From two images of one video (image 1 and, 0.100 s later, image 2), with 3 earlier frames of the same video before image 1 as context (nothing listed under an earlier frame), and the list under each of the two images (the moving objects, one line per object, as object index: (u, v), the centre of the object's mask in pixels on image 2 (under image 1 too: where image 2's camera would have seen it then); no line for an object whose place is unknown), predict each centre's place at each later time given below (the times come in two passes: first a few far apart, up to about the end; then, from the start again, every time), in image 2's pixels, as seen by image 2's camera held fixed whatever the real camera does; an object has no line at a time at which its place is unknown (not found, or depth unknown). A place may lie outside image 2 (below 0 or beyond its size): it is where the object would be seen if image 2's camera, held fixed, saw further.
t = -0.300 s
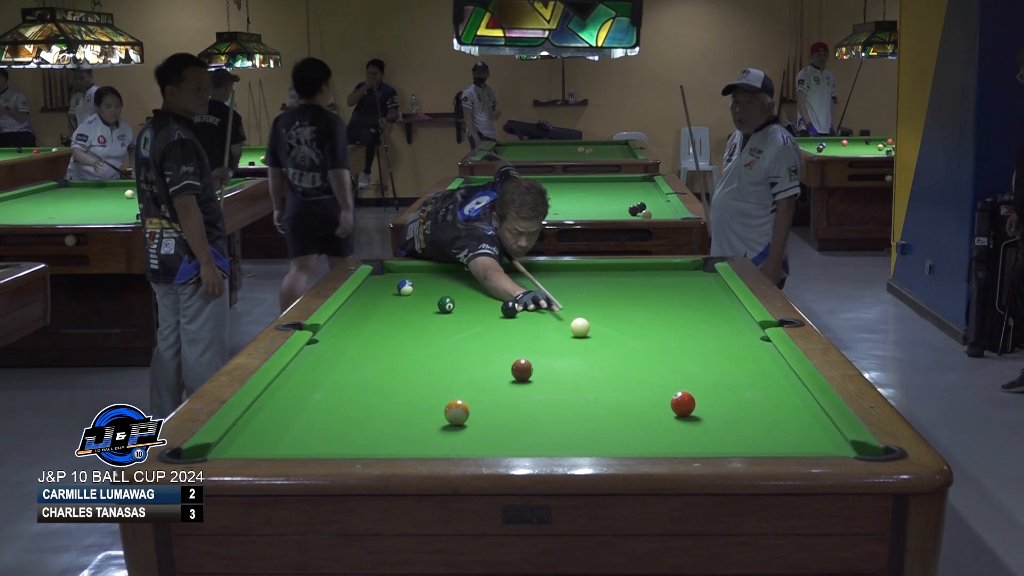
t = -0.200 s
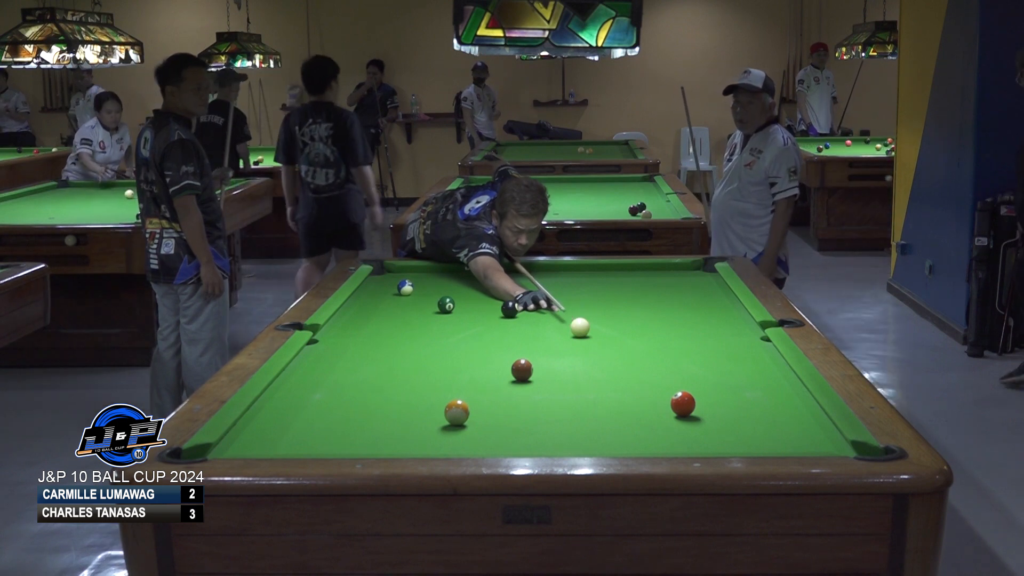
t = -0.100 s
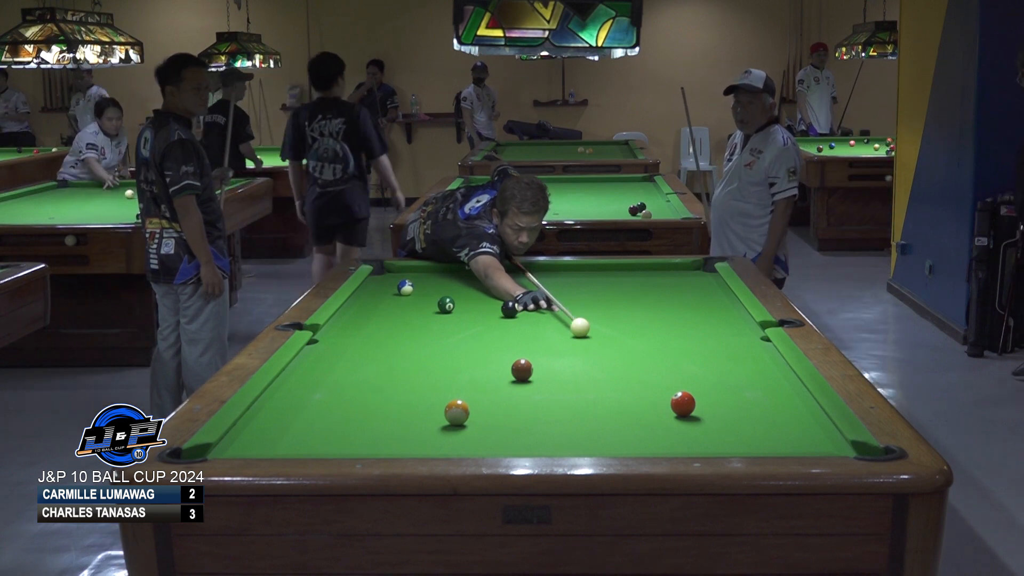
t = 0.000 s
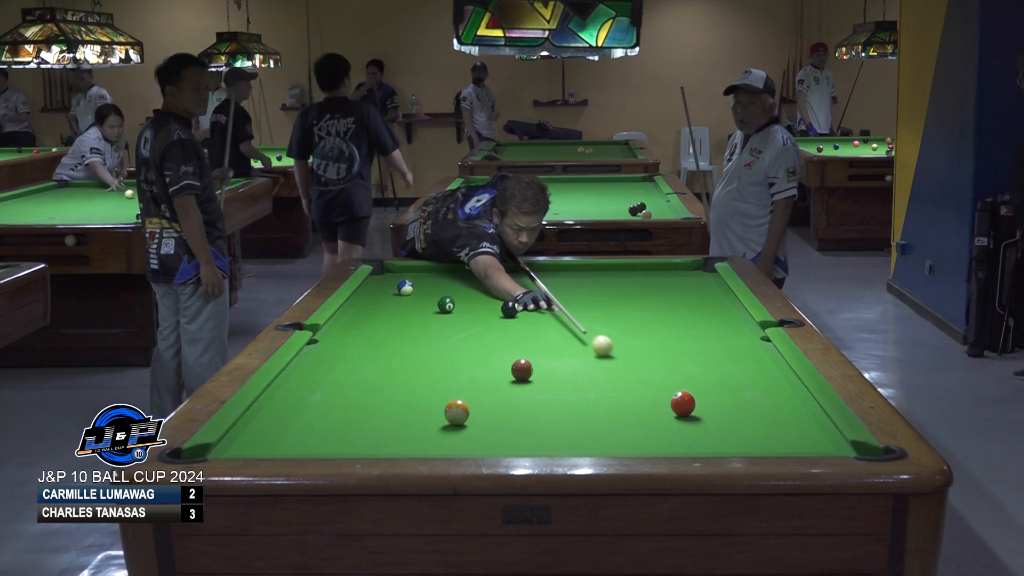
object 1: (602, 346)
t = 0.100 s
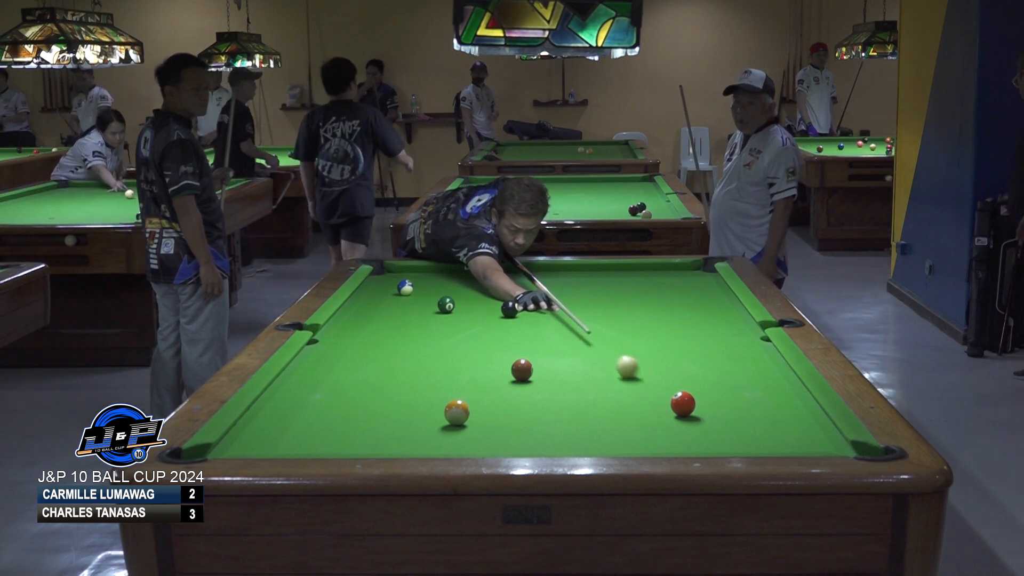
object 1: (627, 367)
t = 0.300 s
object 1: (643, 405)
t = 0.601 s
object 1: (570, 443)
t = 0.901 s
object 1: (505, 432)
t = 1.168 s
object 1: (470, 417)
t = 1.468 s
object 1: (462, 411)
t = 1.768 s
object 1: (456, 407)
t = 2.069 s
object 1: (451, 404)
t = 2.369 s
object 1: (448, 401)
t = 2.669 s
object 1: (445, 400)
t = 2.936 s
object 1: (443, 399)
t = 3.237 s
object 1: (442, 398)
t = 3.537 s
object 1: (442, 398)
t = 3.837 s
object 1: (442, 398)
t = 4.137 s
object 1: (443, 398)
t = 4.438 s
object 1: (443, 398)
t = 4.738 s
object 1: (443, 398)
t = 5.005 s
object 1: (443, 398)
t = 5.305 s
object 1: (443, 398)
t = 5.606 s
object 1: (443, 398)
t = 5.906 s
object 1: (443, 398)
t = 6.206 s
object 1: (443, 398)
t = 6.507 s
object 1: (443, 398)
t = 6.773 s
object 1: (443, 398)
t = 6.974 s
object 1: (443, 398)
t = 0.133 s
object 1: (636, 374)
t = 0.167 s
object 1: (645, 382)
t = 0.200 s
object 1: (655, 391)
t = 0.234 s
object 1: (663, 399)
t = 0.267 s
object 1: (653, 402)
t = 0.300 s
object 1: (643, 405)
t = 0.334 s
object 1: (633, 409)
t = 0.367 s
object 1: (623, 413)
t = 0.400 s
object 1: (615, 417)
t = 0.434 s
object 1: (607, 421)
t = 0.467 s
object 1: (600, 426)
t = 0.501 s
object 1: (593, 431)
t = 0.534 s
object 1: (585, 436)
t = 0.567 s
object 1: (578, 440)
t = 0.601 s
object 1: (570, 443)
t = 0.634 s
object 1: (563, 446)
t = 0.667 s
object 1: (554, 446)
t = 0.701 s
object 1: (547, 444)
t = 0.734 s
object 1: (540, 443)
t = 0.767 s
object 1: (533, 441)
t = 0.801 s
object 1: (525, 439)
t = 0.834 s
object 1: (519, 437)
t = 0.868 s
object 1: (512, 434)
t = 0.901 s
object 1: (505, 432)
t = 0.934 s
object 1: (499, 429)
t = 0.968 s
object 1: (492, 426)
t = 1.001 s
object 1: (486, 424)
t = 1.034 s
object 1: (480, 422)
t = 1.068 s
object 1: (474, 419)
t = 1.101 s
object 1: (471, 418)
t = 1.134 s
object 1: (471, 417)
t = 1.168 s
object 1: (470, 417)
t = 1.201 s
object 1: (469, 416)
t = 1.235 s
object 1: (468, 415)
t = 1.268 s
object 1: (467, 415)
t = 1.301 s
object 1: (466, 414)
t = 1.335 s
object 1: (466, 414)
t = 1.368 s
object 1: (465, 413)
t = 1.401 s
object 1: (464, 412)
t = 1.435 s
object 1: (463, 412)
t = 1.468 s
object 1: (462, 411)
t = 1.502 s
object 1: (462, 411)
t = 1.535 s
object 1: (461, 410)
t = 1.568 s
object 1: (460, 410)
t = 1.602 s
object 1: (459, 409)
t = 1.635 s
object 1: (459, 409)
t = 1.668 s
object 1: (458, 408)
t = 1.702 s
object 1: (458, 408)
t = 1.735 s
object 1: (457, 407)
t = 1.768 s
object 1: (456, 407)
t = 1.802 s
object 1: (456, 407)
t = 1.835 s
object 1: (455, 406)
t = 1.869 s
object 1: (454, 406)
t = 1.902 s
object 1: (454, 406)
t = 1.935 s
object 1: (454, 405)
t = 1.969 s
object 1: (453, 405)
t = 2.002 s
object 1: (452, 404)
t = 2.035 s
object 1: (452, 404)
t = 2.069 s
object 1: (451, 404)
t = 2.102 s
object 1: (451, 404)
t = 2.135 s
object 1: (450, 403)
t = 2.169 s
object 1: (450, 403)
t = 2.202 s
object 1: (450, 403)
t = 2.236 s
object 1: (449, 402)
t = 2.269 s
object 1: (449, 402)
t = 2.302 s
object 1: (449, 402)
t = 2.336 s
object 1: (448, 402)
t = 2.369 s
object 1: (448, 401)
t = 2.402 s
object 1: (447, 401)
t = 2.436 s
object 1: (447, 401)
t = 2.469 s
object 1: (447, 401)
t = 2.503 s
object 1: (447, 401)
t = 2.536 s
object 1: (446, 400)
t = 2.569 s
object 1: (446, 400)
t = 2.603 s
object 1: (445, 400)
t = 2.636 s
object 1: (445, 400)
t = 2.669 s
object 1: (445, 400)
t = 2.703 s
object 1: (445, 400)
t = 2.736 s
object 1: (444, 399)
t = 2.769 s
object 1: (444, 399)
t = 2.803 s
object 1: (444, 399)
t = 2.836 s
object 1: (444, 399)
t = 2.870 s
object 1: (443, 399)
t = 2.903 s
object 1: (443, 399)
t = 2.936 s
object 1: (443, 399)
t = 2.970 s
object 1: (443, 399)
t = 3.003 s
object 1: (442, 399)
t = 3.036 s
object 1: (442, 399)
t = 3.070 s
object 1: (442, 399)
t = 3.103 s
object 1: (442, 398)
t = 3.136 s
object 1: (442, 398)
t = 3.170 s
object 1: (442, 398)
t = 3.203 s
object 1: (442, 398)
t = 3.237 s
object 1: (442, 398)
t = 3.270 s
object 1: (442, 398)
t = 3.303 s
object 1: (442, 398)
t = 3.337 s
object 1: (442, 398)
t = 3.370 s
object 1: (442, 398)
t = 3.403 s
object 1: (442, 398)
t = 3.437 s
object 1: (442, 398)
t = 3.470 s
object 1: (442, 398)
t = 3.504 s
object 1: (442, 398)
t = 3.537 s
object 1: (442, 398)
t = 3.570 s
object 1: (442, 398)
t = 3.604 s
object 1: (442, 398)
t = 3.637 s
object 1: (442, 398)
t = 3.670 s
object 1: (442, 398)
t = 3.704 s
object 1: (442, 398)
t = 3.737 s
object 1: (442, 398)
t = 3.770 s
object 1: (442, 398)
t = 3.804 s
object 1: (442, 398)
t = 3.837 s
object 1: (442, 398)
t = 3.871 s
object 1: (442, 398)
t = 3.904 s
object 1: (442, 398)
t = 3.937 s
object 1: (442, 398)
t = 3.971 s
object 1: (443, 398)
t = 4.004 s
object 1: (443, 398)
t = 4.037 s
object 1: (443, 398)
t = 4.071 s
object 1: (443, 398)
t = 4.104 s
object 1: (443, 398)
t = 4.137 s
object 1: (443, 398)
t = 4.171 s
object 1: (443, 398)
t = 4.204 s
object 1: (443, 398)
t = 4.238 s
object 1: (443, 398)
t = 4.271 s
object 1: (443, 398)
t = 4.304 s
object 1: (443, 398)
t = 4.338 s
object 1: (443, 398)
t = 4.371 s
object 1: (443, 398)
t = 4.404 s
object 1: (443, 398)
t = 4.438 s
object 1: (443, 398)
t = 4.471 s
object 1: (443, 398)
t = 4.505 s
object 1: (443, 398)
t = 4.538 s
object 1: (443, 398)
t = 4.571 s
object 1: (443, 398)
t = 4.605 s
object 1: (443, 398)
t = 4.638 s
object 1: (443, 398)
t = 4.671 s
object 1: (443, 398)
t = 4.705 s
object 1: (443, 398)
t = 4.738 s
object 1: (443, 398)
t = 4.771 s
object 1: (443, 398)
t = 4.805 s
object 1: (443, 398)
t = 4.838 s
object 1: (443, 398)
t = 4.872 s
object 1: (443, 398)
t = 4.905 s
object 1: (443, 398)
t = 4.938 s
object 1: (443, 398)
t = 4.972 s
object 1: (443, 398)
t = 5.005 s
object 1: (443, 398)
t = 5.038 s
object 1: (443, 398)
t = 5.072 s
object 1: (443, 398)
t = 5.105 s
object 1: (443, 398)
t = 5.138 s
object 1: (443, 398)
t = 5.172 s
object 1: (443, 398)
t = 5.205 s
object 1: (443, 398)
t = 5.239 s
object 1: (443, 398)
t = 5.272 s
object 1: (443, 398)
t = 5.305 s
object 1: (443, 398)
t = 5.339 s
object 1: (443, 398)
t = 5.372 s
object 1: (443, 398)
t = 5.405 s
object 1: (443, 398)
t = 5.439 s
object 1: (443, 398)
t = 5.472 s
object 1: (443, 398)
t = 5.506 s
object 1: (443, 398)
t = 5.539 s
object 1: (443, 398)
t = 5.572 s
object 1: (443, 398)
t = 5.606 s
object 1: (443, 398)
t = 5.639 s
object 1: (443, 398)
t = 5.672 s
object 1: (443, 398)
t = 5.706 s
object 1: (443, 398)
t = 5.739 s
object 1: (443, 398)
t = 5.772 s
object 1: (443, 398)
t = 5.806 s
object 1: (443, 398)
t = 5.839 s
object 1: (443, 398)
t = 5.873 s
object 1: (443, 398)
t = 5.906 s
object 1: (443, 398)
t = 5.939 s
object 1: (443, 398)
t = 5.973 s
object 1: (443, 398)
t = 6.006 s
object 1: (443, 398)
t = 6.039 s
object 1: (443, 398)
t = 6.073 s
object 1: (443, 398)
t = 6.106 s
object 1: (443, 398)
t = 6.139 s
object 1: (443, 398)
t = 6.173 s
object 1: (443, 398)
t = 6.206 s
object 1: (443, 398)
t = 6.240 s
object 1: (443, 398)
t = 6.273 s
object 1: (443, 398)
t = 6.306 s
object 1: (443, 398)
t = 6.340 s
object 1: (443, 398)
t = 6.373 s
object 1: (443, 398)
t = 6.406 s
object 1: (443, 398)
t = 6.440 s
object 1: (443, 398)
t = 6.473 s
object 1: (443, 398)
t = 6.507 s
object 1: (443, 398)
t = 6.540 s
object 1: (443, 398)
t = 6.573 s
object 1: (443, 398)
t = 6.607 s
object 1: (443, 398)
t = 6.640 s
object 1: (443, 398)
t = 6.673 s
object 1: (444, 399)
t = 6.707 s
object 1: (442, 398)
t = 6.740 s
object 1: (443, 398)
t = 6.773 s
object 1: (443, 398)
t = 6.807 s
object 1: (443, 398)
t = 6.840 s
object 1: (443, 398)
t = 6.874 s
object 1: (443, 398)
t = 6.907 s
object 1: (443, 398)
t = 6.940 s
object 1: (443, 398)
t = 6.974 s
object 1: (443, 398)
